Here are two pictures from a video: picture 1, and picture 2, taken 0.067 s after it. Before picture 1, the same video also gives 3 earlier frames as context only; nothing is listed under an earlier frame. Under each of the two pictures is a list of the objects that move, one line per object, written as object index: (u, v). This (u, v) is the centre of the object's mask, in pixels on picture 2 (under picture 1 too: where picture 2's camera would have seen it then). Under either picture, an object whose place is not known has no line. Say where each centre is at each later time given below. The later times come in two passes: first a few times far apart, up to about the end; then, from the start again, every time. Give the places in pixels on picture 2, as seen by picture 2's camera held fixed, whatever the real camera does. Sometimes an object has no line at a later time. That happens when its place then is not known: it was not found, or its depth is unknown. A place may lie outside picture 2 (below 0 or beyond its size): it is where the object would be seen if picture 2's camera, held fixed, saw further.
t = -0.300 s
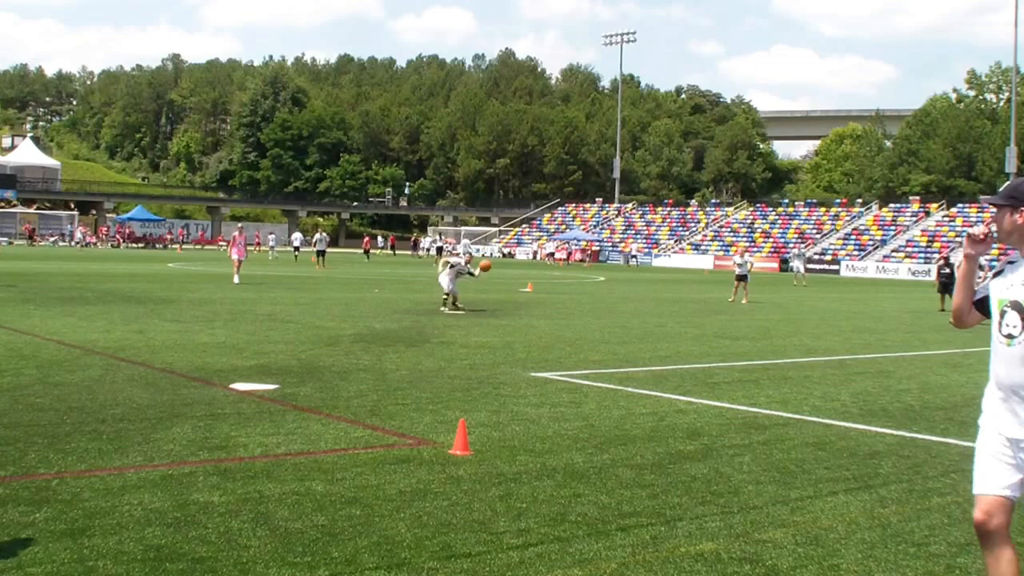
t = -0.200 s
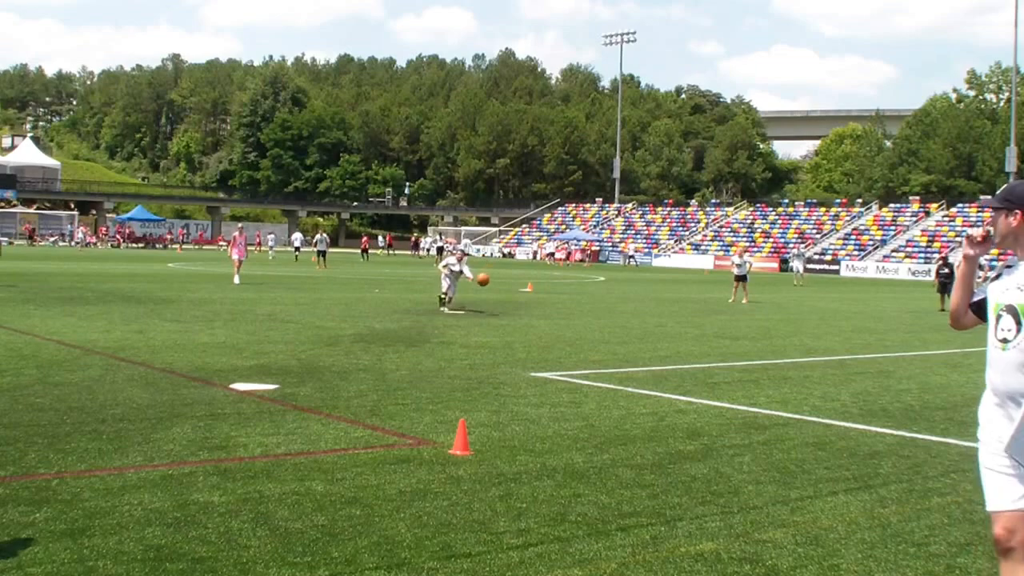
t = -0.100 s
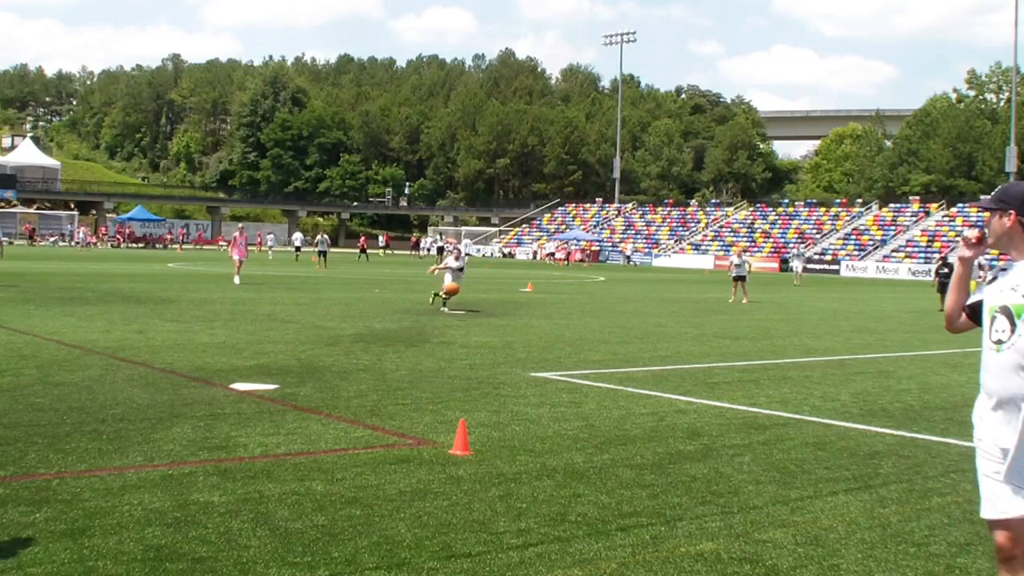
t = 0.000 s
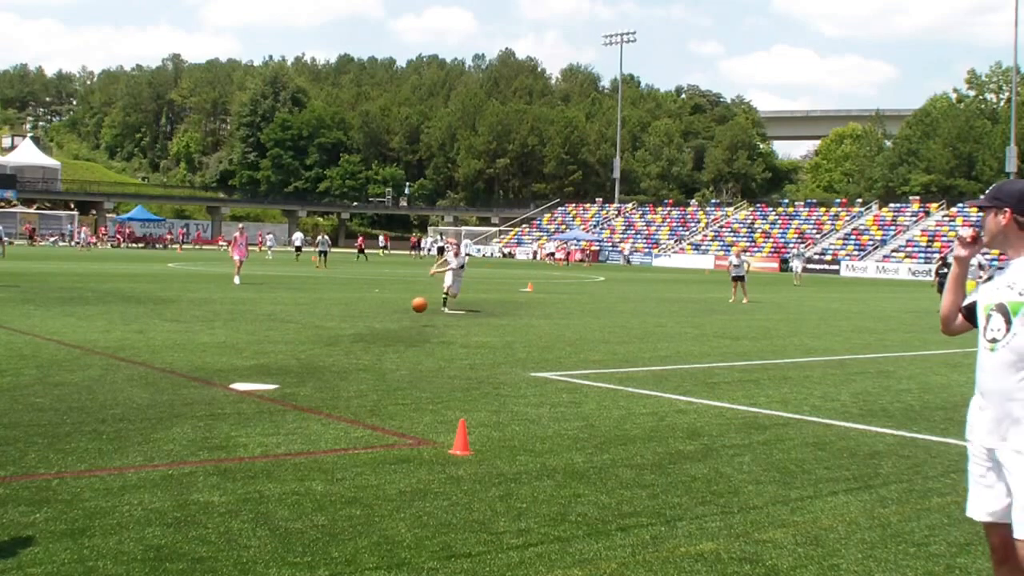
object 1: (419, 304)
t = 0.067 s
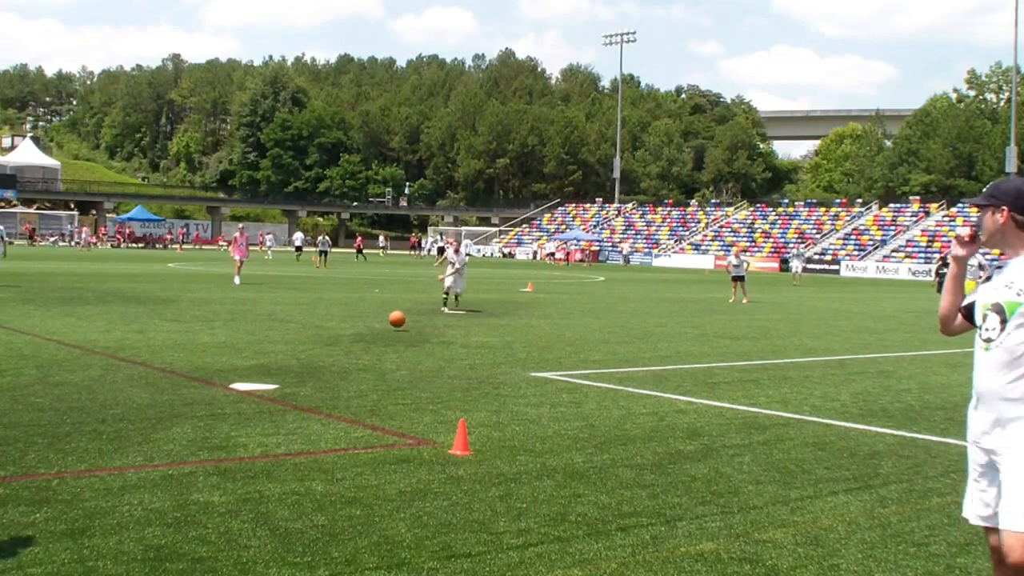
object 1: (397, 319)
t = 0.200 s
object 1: (367, 321)
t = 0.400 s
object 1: (329, 332)
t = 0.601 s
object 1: (301, 353)
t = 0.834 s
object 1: (286, 371)
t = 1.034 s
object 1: (274, 406)
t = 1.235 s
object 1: (262, 443)
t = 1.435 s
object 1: (247, 496)
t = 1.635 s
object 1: (223, 561)
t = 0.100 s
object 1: (386, 326)
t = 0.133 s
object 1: (380, 325)
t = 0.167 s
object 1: (374, 322)
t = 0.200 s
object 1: (367, 321)
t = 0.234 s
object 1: (361, 320)
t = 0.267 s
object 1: (355, 320)
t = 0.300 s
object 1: (348, 321)
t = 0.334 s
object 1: (342, 324)
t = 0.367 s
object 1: (336, 328)
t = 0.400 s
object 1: (329, 332)
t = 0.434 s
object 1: (322, 339)
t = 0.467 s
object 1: (315, 347)
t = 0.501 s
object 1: (309, 357)
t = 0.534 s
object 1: (305, 360)
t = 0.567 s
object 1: (303, 356)
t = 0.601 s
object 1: (301, 353)
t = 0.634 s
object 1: (298, 352)
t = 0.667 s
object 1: (297, 352)
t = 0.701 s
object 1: (295, 352)
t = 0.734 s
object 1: (293, 355)
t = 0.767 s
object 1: (290, 358)
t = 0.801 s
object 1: (288, 364)
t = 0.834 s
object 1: (286, 371)
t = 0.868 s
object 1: (284, 380)
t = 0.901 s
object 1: (282, 390)
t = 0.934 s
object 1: (279, 403)
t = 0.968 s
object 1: (277, 408)
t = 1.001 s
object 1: (275, 407)
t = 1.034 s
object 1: (274, 406)
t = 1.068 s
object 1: (272, 407)
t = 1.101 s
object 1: (270, 410)
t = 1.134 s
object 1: (268, 415)
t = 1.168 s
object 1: (267, 422)
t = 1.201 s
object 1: (264, 431)
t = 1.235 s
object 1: (262, 443)
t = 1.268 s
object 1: (260, 458)
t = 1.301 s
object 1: (258, 473)
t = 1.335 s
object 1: (255, 476)
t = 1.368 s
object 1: (253, 480)
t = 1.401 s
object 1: (250, 487)
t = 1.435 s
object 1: (247, 496)
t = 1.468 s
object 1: (244, 510)
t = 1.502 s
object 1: (240, 527)
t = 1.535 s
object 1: (237, 547)
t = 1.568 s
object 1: (233, 554)
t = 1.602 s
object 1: (228, 556)
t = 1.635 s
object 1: (223, 561)
